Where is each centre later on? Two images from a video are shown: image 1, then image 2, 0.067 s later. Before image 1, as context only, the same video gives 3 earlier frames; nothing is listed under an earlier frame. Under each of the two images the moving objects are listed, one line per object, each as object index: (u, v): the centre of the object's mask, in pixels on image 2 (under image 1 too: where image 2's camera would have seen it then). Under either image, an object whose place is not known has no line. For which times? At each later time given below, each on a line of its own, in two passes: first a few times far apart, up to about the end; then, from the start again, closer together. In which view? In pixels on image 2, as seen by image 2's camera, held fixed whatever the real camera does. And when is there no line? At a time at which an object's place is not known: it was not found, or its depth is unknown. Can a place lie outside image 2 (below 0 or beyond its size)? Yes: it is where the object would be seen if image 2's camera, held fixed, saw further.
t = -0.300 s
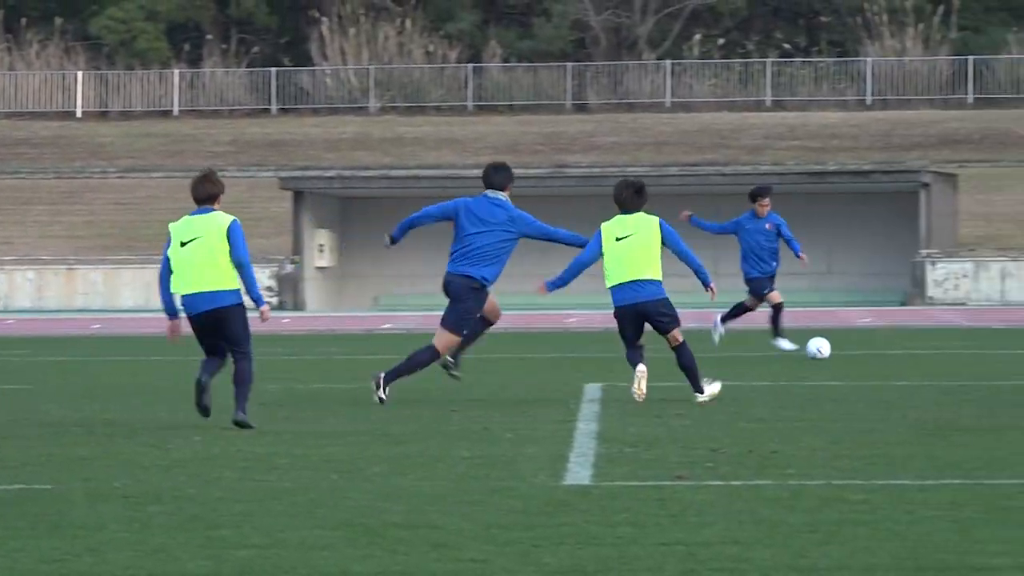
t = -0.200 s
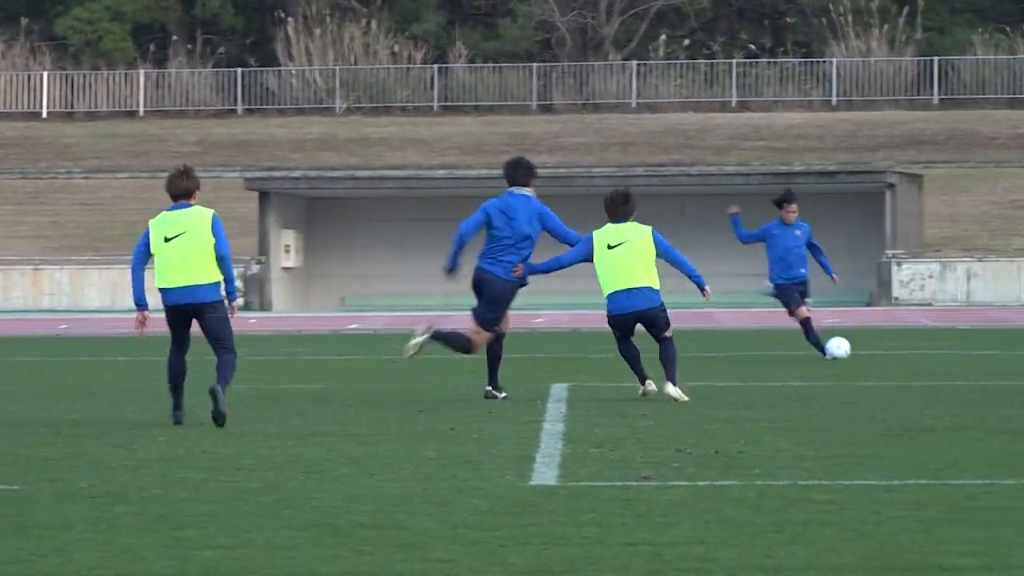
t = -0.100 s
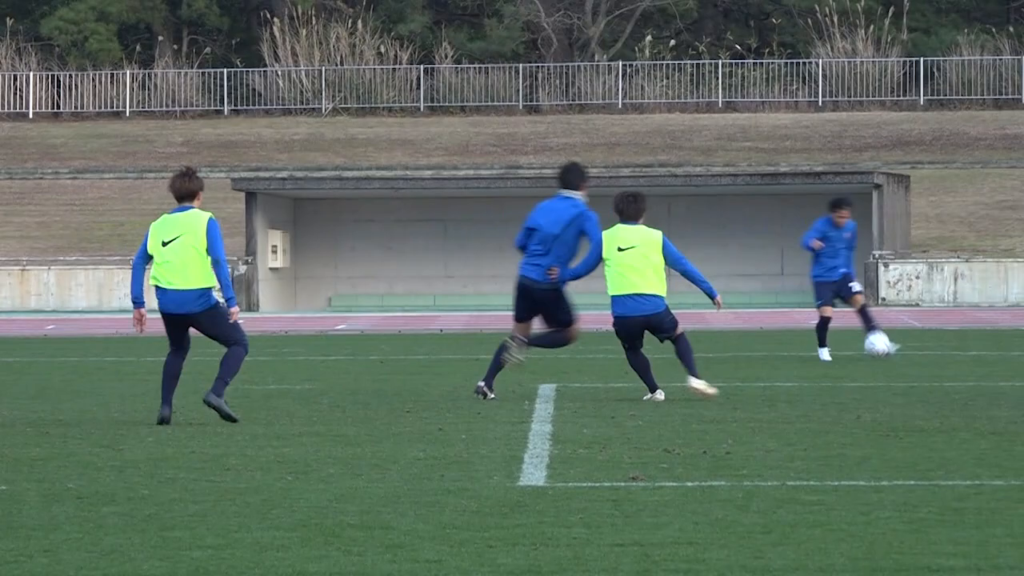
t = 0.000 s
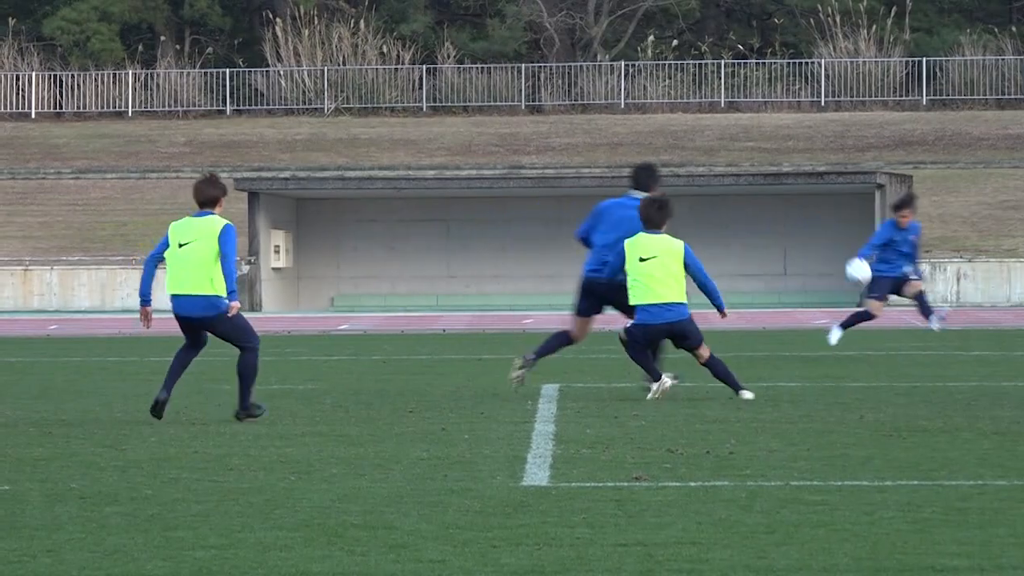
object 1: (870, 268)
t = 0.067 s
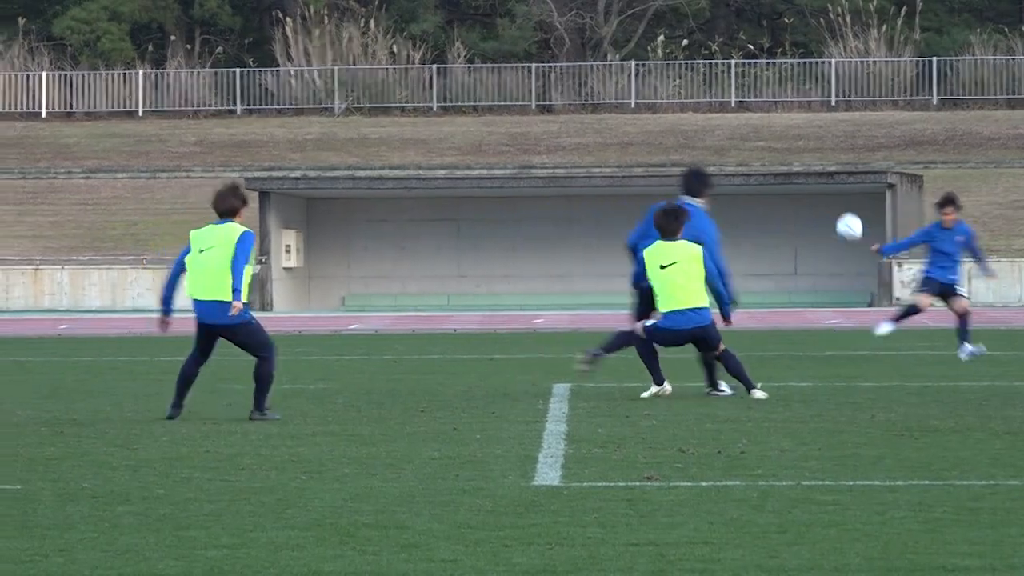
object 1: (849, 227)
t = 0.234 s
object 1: (779, 135)
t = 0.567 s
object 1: (570, 41)
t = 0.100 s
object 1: (837, 207)
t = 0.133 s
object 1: (823, 188)
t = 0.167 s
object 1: (809, 170)
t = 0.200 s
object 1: (794, 152)
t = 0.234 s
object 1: (779, 135)
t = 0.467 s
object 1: (643, 54)
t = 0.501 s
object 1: (620, 48)
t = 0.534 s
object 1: (596, 43)
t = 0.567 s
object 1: (570, 41)
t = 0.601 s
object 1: (544, 39)
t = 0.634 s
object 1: (517, 38)
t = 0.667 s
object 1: (489, 38)
